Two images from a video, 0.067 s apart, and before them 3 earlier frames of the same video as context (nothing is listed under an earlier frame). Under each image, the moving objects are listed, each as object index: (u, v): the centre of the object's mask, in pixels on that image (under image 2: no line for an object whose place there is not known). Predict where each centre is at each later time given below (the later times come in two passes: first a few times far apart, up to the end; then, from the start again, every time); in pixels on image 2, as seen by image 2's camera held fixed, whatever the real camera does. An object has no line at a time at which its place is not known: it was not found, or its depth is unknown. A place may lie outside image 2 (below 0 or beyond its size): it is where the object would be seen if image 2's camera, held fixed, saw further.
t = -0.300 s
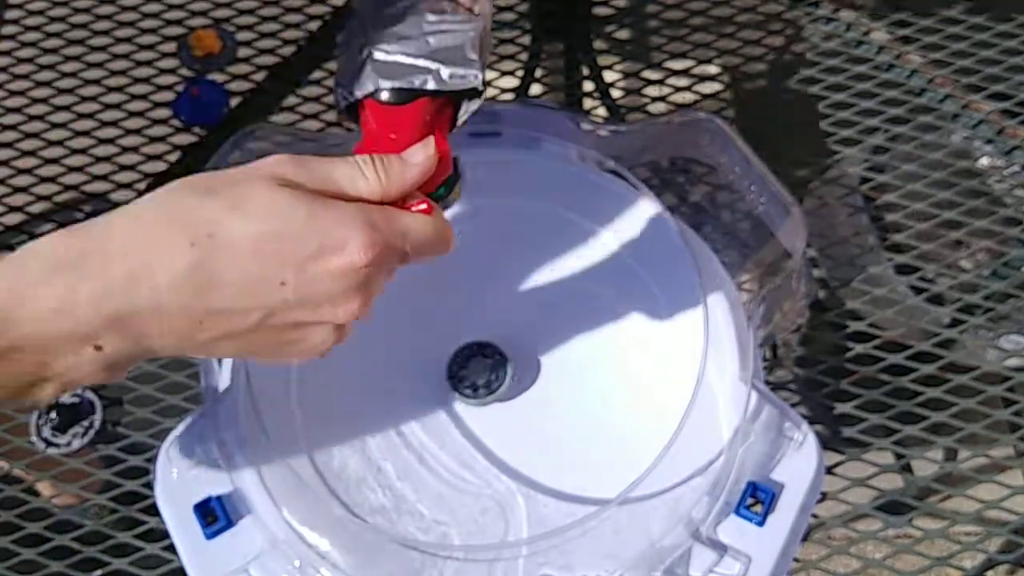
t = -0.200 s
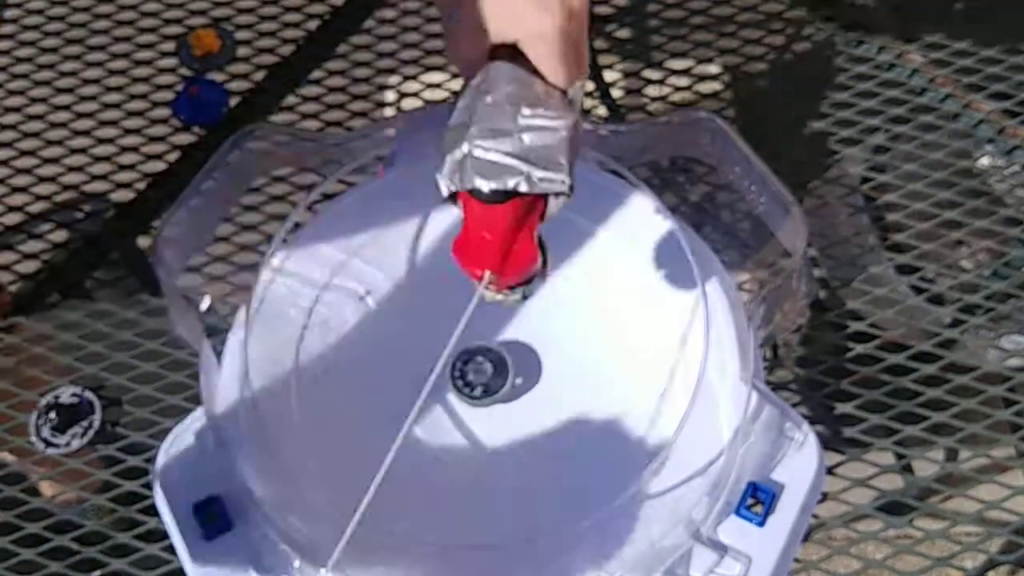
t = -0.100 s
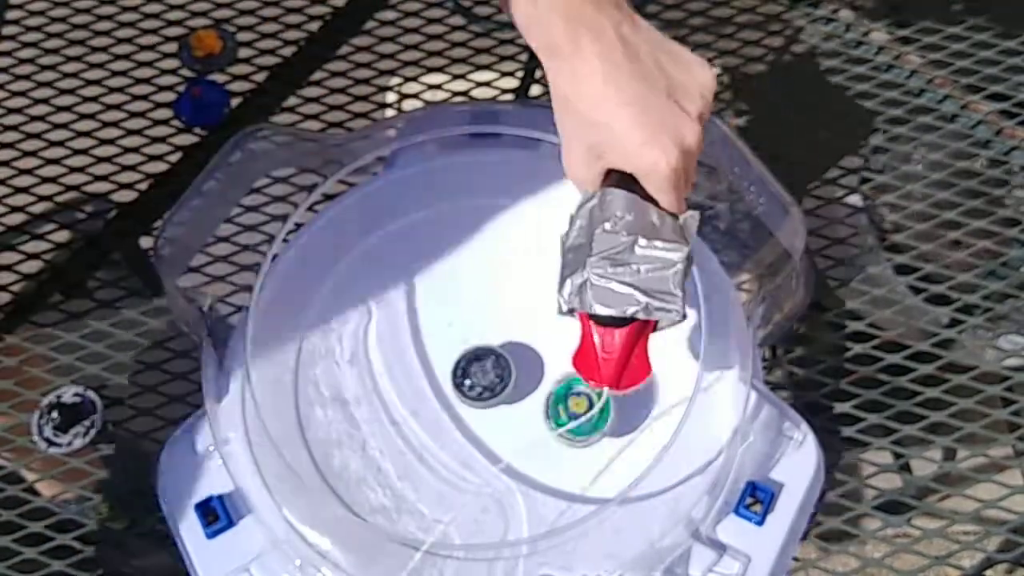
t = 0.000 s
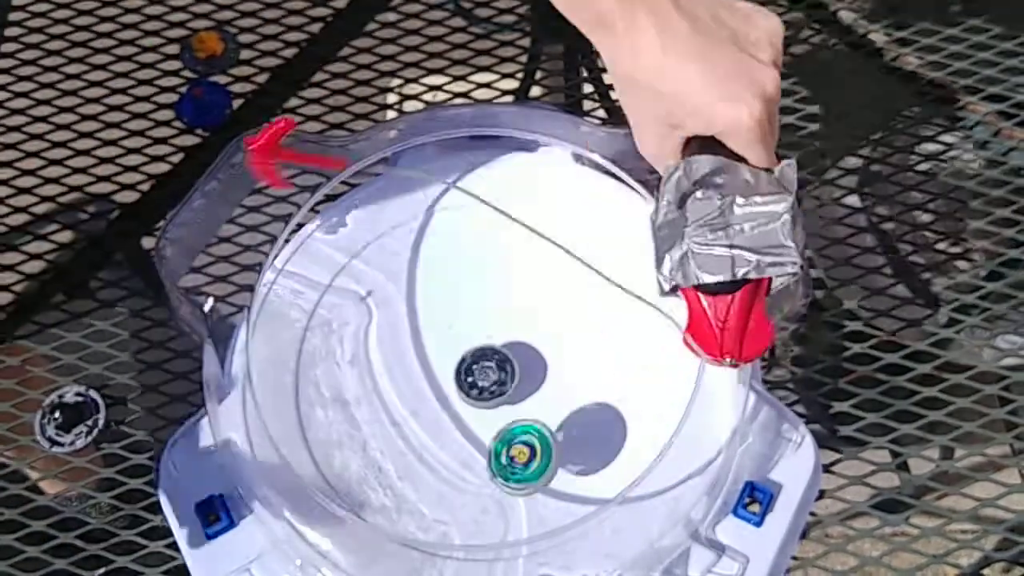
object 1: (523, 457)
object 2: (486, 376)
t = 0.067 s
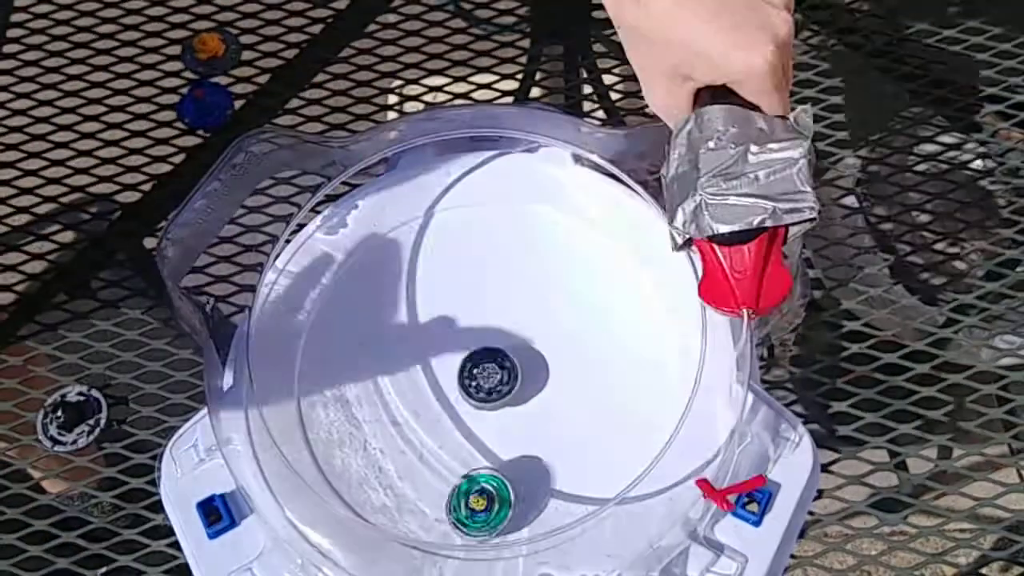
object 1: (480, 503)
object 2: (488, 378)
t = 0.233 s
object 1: (474, 519)
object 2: (481, 379)
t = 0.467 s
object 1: (598, 472)
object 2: (475, 394)
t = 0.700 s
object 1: (562, 365)
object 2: (470, 398)
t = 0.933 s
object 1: (381, 360)
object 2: (439, 427)
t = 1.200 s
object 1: (425, 566)
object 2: (454, 422)
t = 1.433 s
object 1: (589, 519)
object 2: (457, 411)
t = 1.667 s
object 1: (498, 288)
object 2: (454, 395)
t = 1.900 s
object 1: (248, 393)
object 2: (452, 381)
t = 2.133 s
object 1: (394, 559)
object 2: (450, 371)
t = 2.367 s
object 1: (613, 414)
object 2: (460, 364)
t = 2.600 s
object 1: (425, 194)
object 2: (471, 365)
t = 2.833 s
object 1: (214, 275)
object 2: (480, 374)
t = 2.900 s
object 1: (229, 247)
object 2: (483, 377)
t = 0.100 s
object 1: (474, 504)
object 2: (489, 379)
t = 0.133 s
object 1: (470, 508)
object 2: (488, 379)
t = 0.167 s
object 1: (465, 515)
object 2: (485, 379)
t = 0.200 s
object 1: (467, 518)
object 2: (481, 378)
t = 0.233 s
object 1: (474, 519)
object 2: (481, 379)
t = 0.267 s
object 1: (481, 522)
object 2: (480, 380)
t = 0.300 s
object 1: (499, 526)
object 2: (479, 382)
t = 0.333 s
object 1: (518, 532)
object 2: (479, 385)
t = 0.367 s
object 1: (541, 532)
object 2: (478, 386)
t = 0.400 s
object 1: (561, 512)
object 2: (477, 389)
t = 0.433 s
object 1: (583, 493)
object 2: (476, 392)
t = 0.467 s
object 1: (598, 472)
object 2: (475, 394)
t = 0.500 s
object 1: (613, 453)
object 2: (473, 395)
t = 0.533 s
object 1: (618, 434)
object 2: (472, 397)
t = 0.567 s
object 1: (617, 416)
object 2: (471, 398)
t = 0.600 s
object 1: (610, 400)
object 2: (471, 399)
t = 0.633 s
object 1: (598, 386)
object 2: (470, 399)
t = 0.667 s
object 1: (583, 374)
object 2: (470, 398)
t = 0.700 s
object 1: (562, 365)
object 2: (470, 398)
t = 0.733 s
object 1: (535, 360)
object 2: (469, 398)
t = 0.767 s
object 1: (514, 353)
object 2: (462, 401)
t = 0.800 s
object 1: (492, 348)
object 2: (454, 406)
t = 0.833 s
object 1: (467, 346)
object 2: (448, 409)
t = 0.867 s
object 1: (440, 349)
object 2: (443, 414)
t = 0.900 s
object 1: (411, 352)
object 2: (440, 422)
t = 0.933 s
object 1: (381, 360)
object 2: (439, 427)
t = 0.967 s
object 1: (352, 374)
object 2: (438, 429)
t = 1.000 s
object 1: (327, 396)
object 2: (440, 430)
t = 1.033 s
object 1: (306, 428)
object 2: (442, 430)
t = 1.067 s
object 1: (320, 459)
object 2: (445, 429)
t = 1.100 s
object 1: (345, 500)
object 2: (447, 429)
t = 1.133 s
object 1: (371, 534)
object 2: (449, 427)
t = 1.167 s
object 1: (397, 556)
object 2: (452, 424)
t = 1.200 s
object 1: (425, 566)
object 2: (454, 422)
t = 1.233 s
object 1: (453, 570)
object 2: (456, 420)
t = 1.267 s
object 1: (489, 569)
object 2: (457, 418)
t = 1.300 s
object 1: (516, 566)
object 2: (457, 417)
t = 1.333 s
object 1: (545, 561)
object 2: (457, 416)
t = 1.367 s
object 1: (564, 552)
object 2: (457, 415)
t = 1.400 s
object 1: (579, 540)
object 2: (457, 413)
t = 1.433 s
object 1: (589, 519)
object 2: (457, 411)
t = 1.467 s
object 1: (596, 495)
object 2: (457, 409)
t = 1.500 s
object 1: (598, 462)
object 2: (456, 407)
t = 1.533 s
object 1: (597, 425)
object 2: (455, 405)
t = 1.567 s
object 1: (584, 385)
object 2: (455, 402)
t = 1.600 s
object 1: (564, 348)
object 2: (455, 399)
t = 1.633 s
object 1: (535, 315)
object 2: (455, 397)
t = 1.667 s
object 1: (498, 288)
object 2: (454, 395)
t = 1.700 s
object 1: (454, 269)
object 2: (454, 394)
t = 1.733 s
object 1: (405, 256)
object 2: (454, 391)
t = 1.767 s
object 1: (356, 255)
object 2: (454, 389)
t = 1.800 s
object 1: (320, 277)
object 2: (454, 387)
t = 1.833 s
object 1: (292, 316)
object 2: (453, 385)
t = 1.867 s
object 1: (261, 353)
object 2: (452, 383)
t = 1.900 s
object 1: (248, 393)
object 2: (452, 381)
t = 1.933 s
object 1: (258, 432)
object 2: (451, 380)
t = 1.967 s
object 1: (272, 470)
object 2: (450, 378)
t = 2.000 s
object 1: (290, 503)
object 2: (450, 376)
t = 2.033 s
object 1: (310, 529)
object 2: (449, 375)
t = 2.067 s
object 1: (336, 547)
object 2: (449, 374)
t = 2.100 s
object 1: (363, 555)
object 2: (449, 372)
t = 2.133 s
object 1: (394, 559)
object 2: (450, 371)
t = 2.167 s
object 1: (430, 559)
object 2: (450, 369)
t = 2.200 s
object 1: (465, 556)
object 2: (451, 368)
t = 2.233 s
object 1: (501, 548)
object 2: (453, 367)
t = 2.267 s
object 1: (536, 531)
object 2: (454, 365)
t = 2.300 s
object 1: (570, 498)
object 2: (456, 365)
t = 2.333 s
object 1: (596, 460)
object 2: (458, 364)
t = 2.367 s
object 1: (613, 414)
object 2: (460, 364)
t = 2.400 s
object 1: (618, 366)
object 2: (462, 363)
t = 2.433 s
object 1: (612, 319)
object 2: (465, 363)
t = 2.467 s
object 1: (594, 275)
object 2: (467, 364)
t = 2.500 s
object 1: (568, 236)
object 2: (468, 364)
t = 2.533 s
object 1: (533, 204)
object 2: (469, 365)
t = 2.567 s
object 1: (480, 195)
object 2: (470, 364)
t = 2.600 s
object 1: (425, 194)
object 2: (471, 365)
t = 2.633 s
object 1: (372, 198)
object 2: (472, 364)
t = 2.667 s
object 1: (323, 207)
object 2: (473, 366)
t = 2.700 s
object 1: (286, 242)
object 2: (475, 367)
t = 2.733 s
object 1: (248, 277)
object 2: (477, 369)
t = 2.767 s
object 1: (221, 315)
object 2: (479, 369)
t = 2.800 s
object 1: (213, 298)
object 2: (480, 372)
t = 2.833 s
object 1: (214, 275)
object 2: (480, 374)
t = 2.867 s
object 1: (214, 253)
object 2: (480, 376)
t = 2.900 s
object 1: (229, 247)
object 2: (483, 377)
